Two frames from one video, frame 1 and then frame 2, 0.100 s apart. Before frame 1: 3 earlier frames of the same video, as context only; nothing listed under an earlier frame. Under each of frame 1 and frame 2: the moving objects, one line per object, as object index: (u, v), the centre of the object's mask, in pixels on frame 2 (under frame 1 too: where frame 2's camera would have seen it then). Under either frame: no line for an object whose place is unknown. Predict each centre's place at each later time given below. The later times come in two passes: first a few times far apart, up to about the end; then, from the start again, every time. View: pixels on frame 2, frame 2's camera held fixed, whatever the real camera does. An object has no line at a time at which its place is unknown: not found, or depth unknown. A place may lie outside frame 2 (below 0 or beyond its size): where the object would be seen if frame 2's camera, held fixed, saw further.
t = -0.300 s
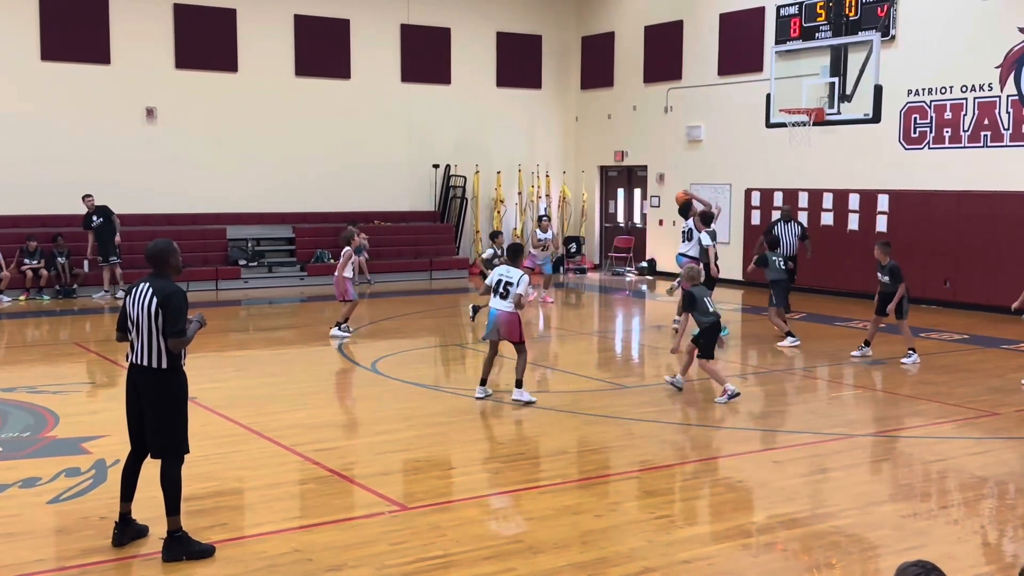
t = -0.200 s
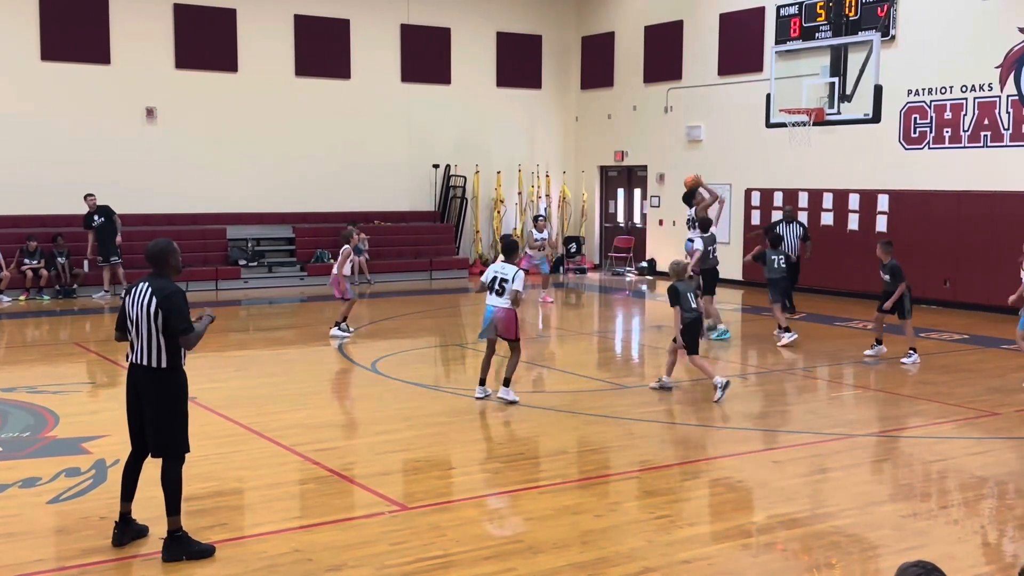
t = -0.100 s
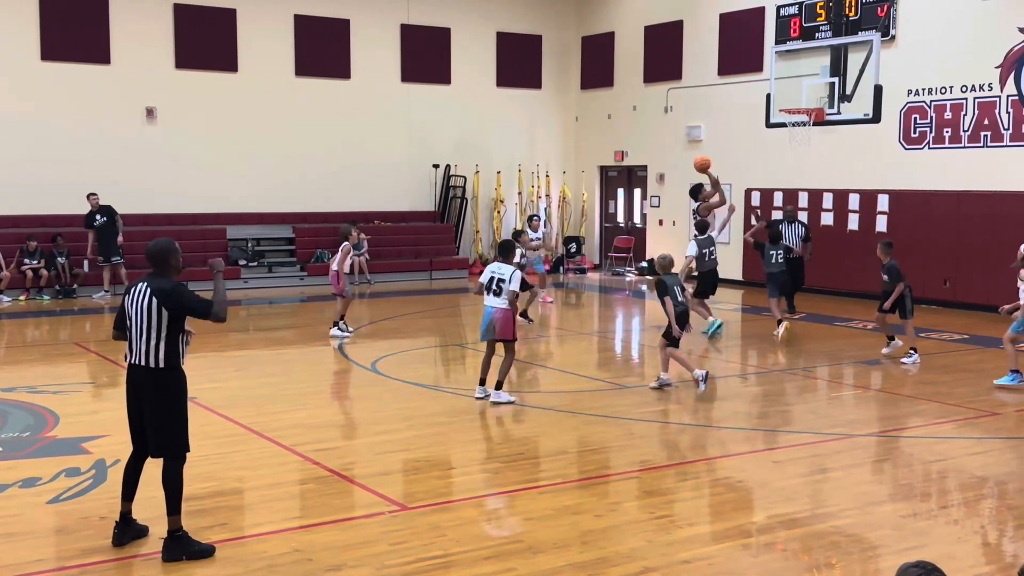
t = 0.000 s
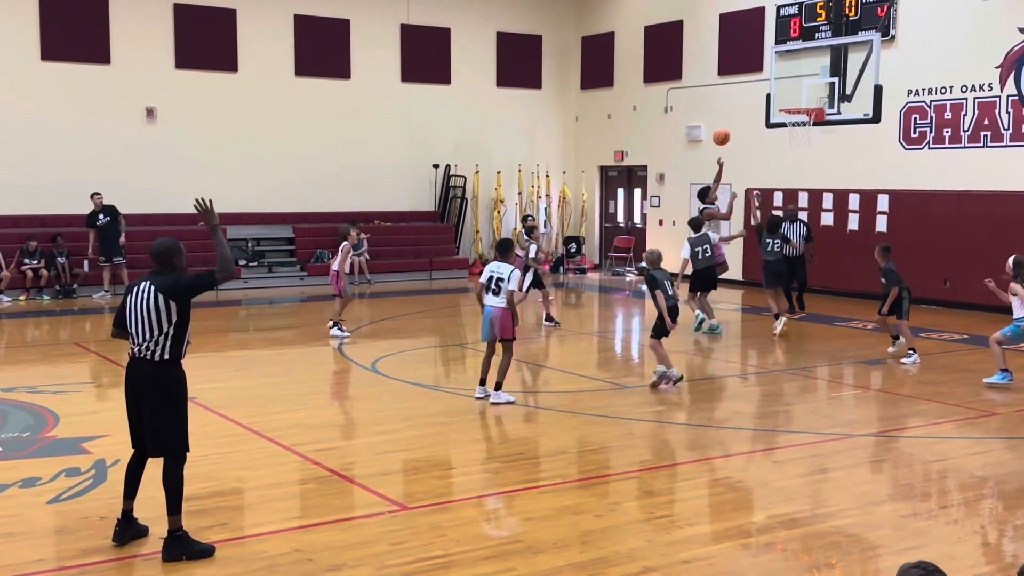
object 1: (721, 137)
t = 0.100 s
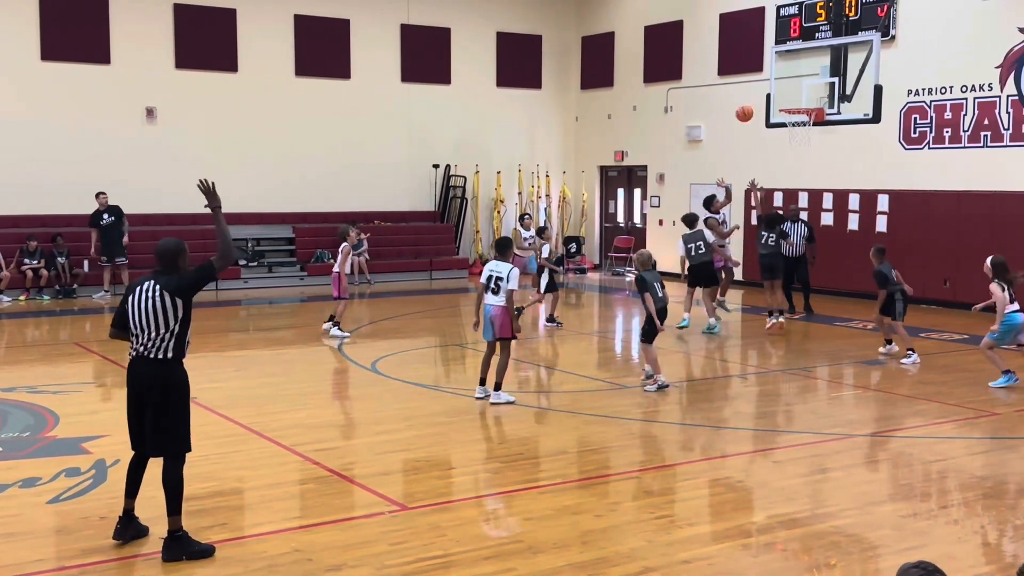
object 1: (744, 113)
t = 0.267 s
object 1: (784, 89)
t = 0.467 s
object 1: (820, 85)
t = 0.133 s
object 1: (752, 107)
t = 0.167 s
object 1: (760, 101)
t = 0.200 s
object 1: (768, 96)
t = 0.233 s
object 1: (776, 92)
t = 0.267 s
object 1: (784, 89)
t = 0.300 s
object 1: (792, 86)
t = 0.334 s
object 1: (800, 84)
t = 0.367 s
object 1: (808, 83)
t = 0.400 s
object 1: (816, 83)
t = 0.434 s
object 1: (819, 84)
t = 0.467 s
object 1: (820, 85)
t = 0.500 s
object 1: (820, 89)
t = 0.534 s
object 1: (821, 92)
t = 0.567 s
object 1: (822, 97)
